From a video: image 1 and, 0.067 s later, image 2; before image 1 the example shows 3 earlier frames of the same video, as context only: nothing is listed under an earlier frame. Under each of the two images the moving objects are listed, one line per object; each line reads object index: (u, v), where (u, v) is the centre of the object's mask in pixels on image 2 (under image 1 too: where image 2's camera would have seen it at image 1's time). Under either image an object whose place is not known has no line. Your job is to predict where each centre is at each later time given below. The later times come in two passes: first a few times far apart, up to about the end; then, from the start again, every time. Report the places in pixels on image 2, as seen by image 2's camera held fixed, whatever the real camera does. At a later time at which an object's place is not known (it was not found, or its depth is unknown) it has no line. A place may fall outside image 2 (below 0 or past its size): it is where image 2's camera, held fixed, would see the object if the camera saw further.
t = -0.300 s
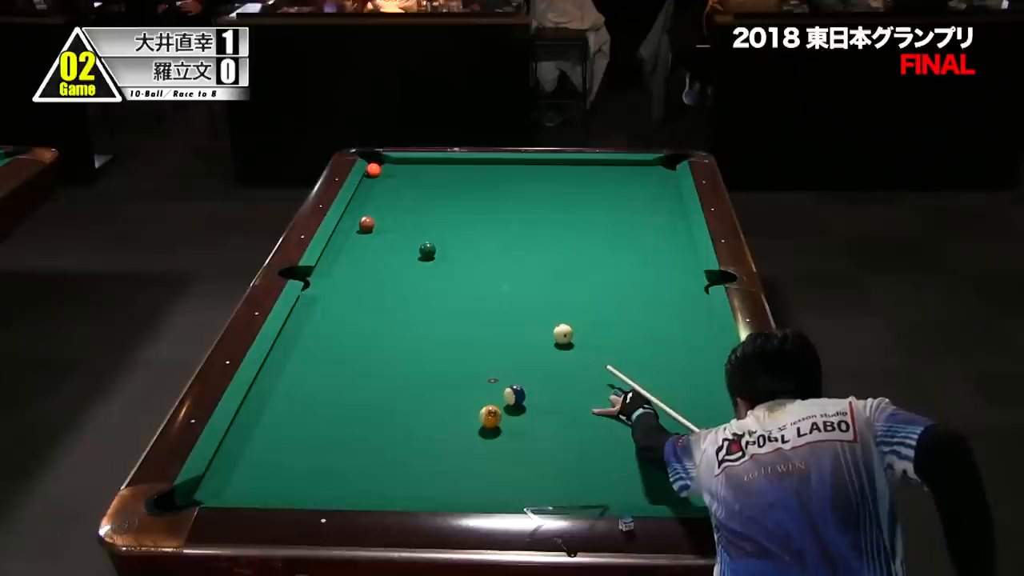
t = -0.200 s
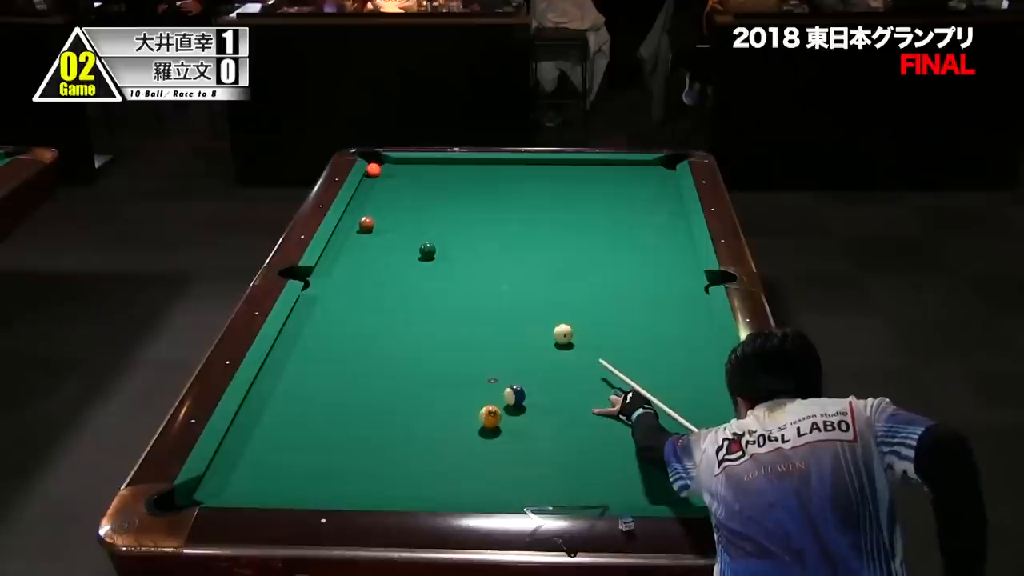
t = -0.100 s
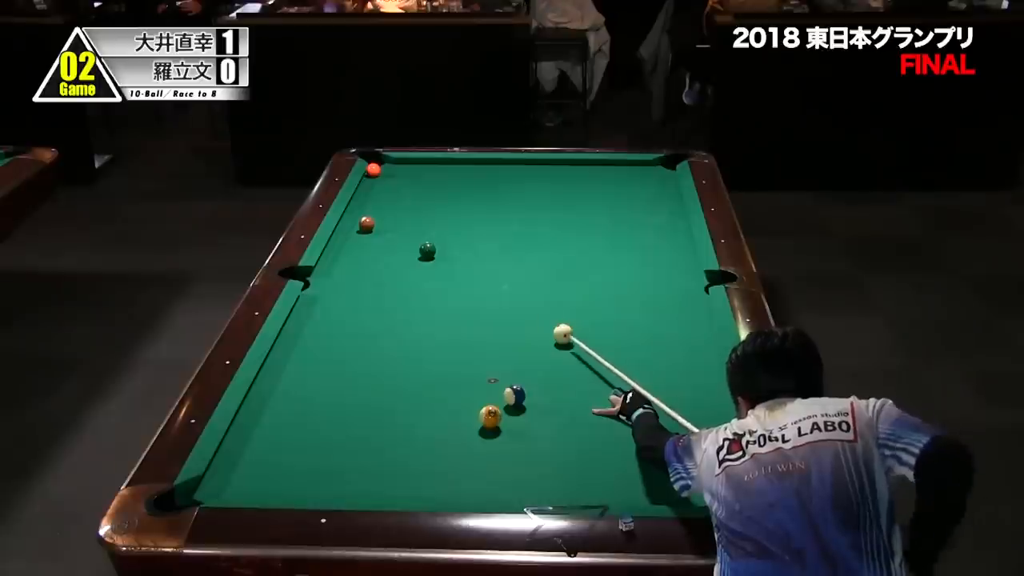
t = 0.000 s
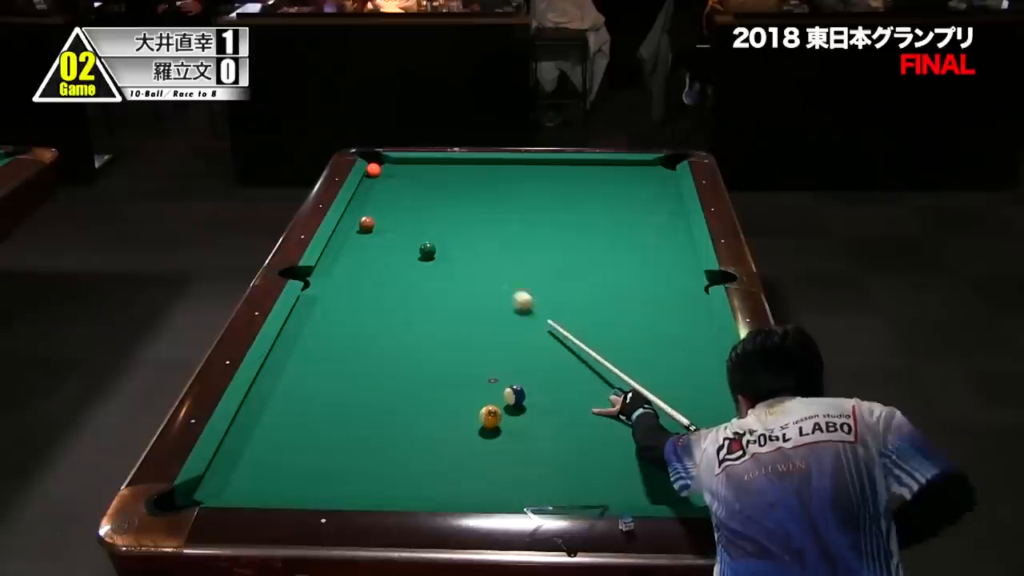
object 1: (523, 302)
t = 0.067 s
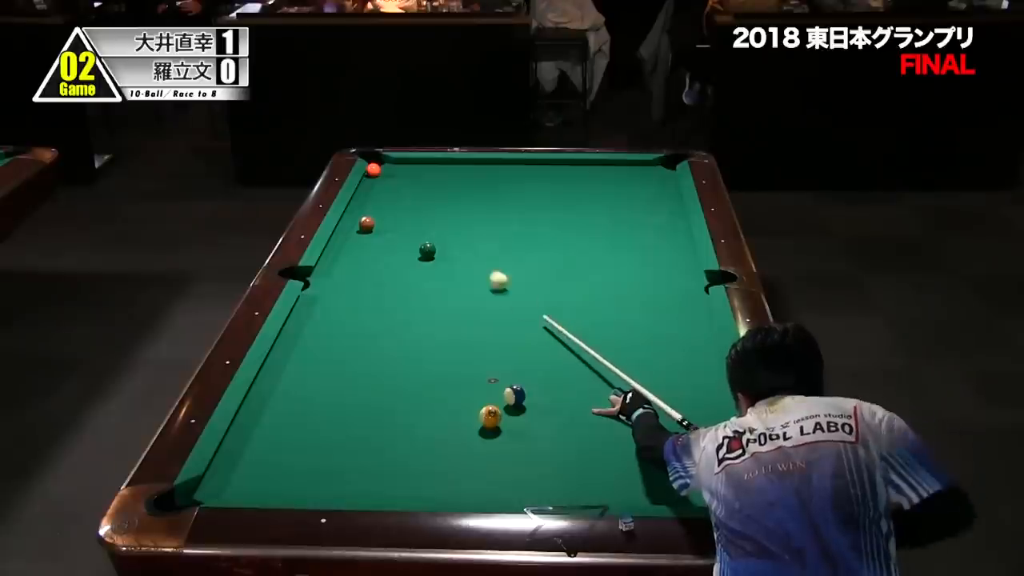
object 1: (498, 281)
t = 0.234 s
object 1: (449, 241)
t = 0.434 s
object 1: (401, 201)
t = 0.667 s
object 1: (385, 173)
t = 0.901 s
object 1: (423, 166)
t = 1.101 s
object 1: (451, 162)
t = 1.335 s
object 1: (477, 167)
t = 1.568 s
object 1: (503, 171)
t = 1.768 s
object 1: (525, 175)
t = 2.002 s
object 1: (550, 179)
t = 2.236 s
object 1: (575, 184)
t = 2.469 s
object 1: (600, 188)
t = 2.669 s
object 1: (620, 191)
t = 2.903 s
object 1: (644, 195)
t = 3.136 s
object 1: (666, 199)
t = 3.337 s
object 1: (673, 202)
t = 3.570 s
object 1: (663, 205)
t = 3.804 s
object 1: (654, 208)
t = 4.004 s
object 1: (647, 210)
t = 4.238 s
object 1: (640, 213)
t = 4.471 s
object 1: (633, 215)
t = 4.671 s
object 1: (627, 216)
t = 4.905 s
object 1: (621, 218)
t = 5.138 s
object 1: (617, 220)
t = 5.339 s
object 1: (613, 221)
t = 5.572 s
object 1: (609, 222)
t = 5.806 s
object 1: (606, 223)
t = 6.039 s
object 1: (604, 223)
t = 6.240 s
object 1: (603, 223)
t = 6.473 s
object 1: (602, 223)
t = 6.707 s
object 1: (602, 224)
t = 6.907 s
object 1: (602, 223)
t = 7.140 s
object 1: (602, 223)
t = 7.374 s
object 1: (602, 224)
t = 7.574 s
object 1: (602, 224)
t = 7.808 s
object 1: (602, 223)
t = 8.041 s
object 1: (602, 223)
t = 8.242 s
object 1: (602, 223)
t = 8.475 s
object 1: (602, 223)
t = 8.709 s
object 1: (602, 223)
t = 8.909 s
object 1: (602, 223)
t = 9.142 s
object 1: (602, 223)
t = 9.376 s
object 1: (602, 223)
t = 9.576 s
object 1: (602, 223)
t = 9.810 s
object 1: (602, 223)
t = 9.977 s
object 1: (602, 223)
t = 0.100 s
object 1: (487, 272)
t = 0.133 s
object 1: (477, 264)
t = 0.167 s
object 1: (467, 256)
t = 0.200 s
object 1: (458, 249)
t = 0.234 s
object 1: (449, 241)
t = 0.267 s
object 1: (440, 234)
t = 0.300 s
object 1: (432, 227)
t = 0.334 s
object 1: (424, 220)
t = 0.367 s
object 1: (416, 213)
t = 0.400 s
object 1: (408, 207)
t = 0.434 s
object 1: (401, 201)
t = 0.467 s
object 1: (394, 195)
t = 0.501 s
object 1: (387, 189)
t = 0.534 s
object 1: (380, 183)
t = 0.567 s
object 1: (373, 178)
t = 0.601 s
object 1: (371, 174)
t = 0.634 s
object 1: (378, 174)
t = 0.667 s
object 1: (385, 173)
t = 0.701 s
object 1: (391, 173)
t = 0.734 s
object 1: (397, 172)
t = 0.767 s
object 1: (403, 171)
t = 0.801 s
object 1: (408, 170)
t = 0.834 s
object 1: (413, 169)
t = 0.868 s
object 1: (418, 168)
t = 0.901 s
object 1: (423, 166)
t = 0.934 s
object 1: (428, 165)
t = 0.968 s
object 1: (433, 164)
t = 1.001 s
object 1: (438, 163)
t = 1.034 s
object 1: (443, 162)
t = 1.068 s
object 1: (447, 162)
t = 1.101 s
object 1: (451, 162)
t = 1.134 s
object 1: (454, 163)
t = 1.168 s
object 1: (458, 164)
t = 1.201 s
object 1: (462, 164)
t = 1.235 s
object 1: (466, 165)
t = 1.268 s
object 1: (469, 166)
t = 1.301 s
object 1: (473, 166)
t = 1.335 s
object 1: (477, 167)
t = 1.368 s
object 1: (480, 168)
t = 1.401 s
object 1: (484, 168)
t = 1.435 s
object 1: (488, 169)
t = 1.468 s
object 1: (492, 169)
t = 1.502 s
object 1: (495, 170)
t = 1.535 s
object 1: (499, 171)
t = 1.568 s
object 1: (503, 171)
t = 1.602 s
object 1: (507, 172)
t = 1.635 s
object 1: (510, 173)
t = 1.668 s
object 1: (514, 173)
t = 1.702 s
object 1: (517, 174)
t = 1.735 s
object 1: (521, 174)
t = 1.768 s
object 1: (525, 175)
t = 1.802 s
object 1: (528, 176)
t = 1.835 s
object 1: (532, 176)
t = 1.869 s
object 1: (536, 177)
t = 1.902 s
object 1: (539, 178)
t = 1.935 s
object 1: (543, 178)
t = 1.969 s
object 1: (546, 179)
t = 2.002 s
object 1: (550, 179)
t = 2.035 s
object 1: (554, 180)
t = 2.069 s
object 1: (557, 181)
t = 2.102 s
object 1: (561, 181)
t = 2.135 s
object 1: (564, 182)
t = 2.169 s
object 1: (568, 182)
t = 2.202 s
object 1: (572, 183)
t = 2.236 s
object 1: (575, 184)
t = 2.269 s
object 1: (579, 184)
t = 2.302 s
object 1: (582, 185)
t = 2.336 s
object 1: (586, 185)
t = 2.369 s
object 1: (589, 186)
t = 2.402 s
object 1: (593, 187)
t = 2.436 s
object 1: (596, 187)
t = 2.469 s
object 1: (600, 188)
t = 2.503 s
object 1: (603, 188)
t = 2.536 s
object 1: (607, 189)
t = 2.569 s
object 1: (610, 190)
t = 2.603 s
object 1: (613, 190)
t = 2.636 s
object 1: (617, 191)
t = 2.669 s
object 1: (620, 191)
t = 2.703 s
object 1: (623, 192)
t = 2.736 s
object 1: (627, 192)
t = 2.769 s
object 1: (630, 193)
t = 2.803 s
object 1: (633, 194)
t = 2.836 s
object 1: (637, 194)
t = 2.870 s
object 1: (640, 195)
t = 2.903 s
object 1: (644, 195)
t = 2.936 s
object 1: (647, 196)
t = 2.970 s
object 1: (650, 196)
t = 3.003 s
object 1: (653, 197)
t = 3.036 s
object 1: (657, 197)
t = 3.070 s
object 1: (660, 198)
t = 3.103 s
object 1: (663, 198)
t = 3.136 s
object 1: (666, 199)
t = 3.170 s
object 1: (670, 200)
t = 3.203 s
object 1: (673, 200)
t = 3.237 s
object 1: (676, 201)
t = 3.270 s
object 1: (676, 201)
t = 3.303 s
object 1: (674, 202)
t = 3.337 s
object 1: (673, 202)
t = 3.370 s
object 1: (671, 202)
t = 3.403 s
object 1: (670, 203)
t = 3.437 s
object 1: (669, 203)
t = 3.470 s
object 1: (667, 204)
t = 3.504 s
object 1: (666, 204)
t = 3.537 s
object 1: (665, 204)
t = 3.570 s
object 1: (663, 205)
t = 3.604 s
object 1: (662, 205)
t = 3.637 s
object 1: (661, 206)
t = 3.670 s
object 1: (659, 206)
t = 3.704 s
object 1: (658, 207)
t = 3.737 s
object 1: (657, 207)
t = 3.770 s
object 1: (655, 207)
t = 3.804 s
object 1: (654, 208)
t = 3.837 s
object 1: (653, 208)
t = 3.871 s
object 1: (652, 209)
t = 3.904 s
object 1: (651, 209)
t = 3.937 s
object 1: (650, 209)
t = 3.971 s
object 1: (648, 210)
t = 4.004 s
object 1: (647, 210)
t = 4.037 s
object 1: (646, 210)
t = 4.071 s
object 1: (645, 211)
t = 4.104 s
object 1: (644, 211)
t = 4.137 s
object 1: (643, 212)
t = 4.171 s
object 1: (642, 212)
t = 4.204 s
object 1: (641, 212)
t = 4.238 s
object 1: (640, 213)
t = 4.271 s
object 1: (639, 213)
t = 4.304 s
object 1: (638, 213)
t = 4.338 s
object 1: (636, 213)
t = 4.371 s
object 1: (636, 214)
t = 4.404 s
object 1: (635, 214)
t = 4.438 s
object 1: (634, 214)
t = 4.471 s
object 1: (633, 215)
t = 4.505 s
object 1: (632, 215)
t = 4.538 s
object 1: (631, 215)
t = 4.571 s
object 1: (630, 216)
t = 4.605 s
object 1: (629, 216)
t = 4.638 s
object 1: (628, 216)
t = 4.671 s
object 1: (627, 216)
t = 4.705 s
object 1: (626, 217)
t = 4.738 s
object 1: (626, 217)
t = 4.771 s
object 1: (625, 217)
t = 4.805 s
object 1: (624, 218)
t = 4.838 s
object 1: (623, 218)
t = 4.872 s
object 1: (622, 218)
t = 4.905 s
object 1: (621, 218)
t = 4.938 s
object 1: (621, 218)
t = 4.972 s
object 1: (620, 219)
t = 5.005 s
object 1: (619, 219)
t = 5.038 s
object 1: (618, 219)
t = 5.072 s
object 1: (618, 219)
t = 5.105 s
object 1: (617, 220)
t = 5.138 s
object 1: (617, 220)
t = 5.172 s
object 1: (616, 220)
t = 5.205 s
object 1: (615, 220)
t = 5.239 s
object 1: (615, 220)
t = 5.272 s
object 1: (614, 220)
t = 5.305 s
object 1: (613, 221)
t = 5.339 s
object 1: (613, 221)
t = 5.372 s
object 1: (612, 221)
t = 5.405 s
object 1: (611, 221)
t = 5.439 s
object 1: (611, 221)
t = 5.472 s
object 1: (610, 221)
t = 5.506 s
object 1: (610, 221)
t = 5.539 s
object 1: (609, 222)
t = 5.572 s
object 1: (609, 222)
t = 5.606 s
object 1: (609, 222)
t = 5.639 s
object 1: (608, 222)
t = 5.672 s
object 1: (608, 222)
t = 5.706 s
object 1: (607, 222)
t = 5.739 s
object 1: (607, 222)
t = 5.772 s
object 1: (606, 222)
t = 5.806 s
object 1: (606, 223)
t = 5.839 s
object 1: (606, 223)
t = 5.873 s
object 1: (605, 223)
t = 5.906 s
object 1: (605, 223)
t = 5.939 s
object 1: (605, 223)
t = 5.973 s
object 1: (605, 223)
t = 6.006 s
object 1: (604, 223)
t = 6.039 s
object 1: (604, 223)
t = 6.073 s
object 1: (603, 223)
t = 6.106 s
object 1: (603, 223)
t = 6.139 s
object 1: (603, 223)
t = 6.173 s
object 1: (603, 223)
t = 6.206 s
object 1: (603, 223)
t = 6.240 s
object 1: (603, 223)
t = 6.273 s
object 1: (602, 223)
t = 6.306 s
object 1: (602, 223)
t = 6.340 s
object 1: (602, 223)
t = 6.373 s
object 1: (602, 223)
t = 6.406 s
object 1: (602, 223)
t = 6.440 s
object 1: (602, 223)
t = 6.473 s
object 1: (602, 223)
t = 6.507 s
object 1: (602, 223)
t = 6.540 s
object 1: (602, 223)
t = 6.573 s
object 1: (602, 223)
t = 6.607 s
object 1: (602, 223)
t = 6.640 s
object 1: (602, 223)
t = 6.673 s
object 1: (602, 224)
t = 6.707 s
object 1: (602, 224)
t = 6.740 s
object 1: (602, 224)
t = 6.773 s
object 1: (602, 224)
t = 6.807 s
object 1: (602, 223)
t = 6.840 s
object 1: (602, 224)
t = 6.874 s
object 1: (602, 224)
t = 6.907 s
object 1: (602, 223)
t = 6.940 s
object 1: (602, 224)
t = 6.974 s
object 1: (602, 223)
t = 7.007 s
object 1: (602, 224)
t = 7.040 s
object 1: (602, 223)
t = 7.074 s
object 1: (602, 223)
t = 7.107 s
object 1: (602, 223)
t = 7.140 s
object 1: (602, 223)
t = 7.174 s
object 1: (602, 223)
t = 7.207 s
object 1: (602, 224)
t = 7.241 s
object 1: (602, 223)
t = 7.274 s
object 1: (602, 223)
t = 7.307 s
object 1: (602, 223)
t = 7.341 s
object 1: (602, 223)
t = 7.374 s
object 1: (602, 224)
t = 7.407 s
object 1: (602, 223)
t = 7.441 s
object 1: (602, 224)
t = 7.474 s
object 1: (602, 223)
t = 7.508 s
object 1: (602, 224)
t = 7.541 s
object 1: (602, 224)
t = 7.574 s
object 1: (602, 224)
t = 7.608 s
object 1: (602, 223)
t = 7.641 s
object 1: (602, 223)
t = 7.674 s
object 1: (602, 223)
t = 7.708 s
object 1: (602, 224)
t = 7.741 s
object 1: (602, 223)
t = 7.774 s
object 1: (602, 223)
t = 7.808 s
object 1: (602, 223)
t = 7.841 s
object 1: (602, 223)
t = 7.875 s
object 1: (602, 223)
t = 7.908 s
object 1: (602, 223)
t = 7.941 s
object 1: (602, 223)
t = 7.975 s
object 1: (602, 223)
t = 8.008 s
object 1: (602, 223)
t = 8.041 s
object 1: (602, 223)
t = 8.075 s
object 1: (602, 223)
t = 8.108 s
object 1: (602, 223)
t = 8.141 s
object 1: (602, 223)
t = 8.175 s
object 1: (602, 223)
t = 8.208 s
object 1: (602, 223)
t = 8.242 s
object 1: (602, 223)
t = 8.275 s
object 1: (602, 223)
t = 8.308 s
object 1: (602, 223)
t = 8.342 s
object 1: (602, 223)
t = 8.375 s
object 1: (602, 223)
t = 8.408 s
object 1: (602, 223)
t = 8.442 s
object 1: (602, 223)
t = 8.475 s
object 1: (602, 223)
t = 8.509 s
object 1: (602, 223)
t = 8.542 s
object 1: (602, 223)
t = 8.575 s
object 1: (602, 223)
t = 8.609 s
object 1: (602, 223)
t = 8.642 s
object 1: (602, 223)
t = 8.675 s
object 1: (602, 223)
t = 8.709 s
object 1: (602, 223)
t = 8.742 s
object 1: (602, 223)
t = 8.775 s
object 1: (602, 223)
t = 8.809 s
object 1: (602, 223)
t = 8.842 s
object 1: (602, 223)
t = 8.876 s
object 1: (602, 223)
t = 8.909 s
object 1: (602, 223)
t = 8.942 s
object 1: (602, 223)
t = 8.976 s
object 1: (602, 223)
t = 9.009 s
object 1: (602, 223)
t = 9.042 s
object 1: (602, 223)
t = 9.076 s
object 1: (602, 223)
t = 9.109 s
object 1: (602, 223)
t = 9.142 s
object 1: (602, 223)
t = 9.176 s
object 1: (602, 223)
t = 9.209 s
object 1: (602, 223)
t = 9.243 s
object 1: (602, 223)
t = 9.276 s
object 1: (602, 223)
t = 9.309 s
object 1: (602, 223)
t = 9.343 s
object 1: (602, 223)
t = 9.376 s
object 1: (602, 223)
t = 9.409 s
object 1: (602, 223)
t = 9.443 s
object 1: (602, 223)
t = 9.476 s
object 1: (602, 223)
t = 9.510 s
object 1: (602, 223)
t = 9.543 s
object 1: (602, 223)
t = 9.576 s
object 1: (602, 223)
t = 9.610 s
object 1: (602, 223)
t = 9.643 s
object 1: (602, 223)
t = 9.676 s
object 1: (602, 223)
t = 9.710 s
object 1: (602, 223)
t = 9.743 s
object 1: (602, 223)
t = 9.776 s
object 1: (602, 223)
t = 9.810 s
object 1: (602, 223)
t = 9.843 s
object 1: (602, 223)
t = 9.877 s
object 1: (602, 223)
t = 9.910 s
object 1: (602, 223)
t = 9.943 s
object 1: (602, 223)
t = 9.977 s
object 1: (602, 223)
